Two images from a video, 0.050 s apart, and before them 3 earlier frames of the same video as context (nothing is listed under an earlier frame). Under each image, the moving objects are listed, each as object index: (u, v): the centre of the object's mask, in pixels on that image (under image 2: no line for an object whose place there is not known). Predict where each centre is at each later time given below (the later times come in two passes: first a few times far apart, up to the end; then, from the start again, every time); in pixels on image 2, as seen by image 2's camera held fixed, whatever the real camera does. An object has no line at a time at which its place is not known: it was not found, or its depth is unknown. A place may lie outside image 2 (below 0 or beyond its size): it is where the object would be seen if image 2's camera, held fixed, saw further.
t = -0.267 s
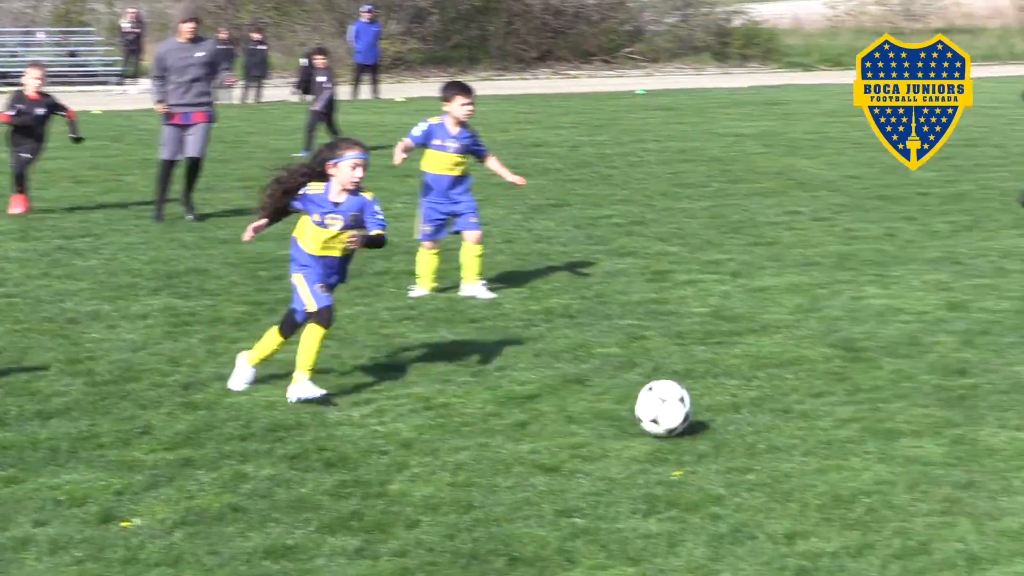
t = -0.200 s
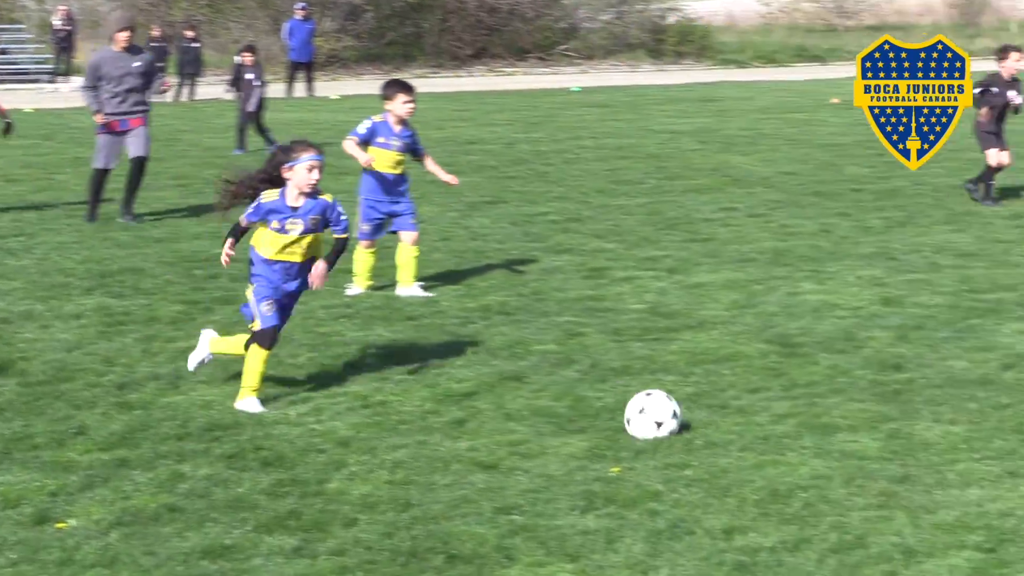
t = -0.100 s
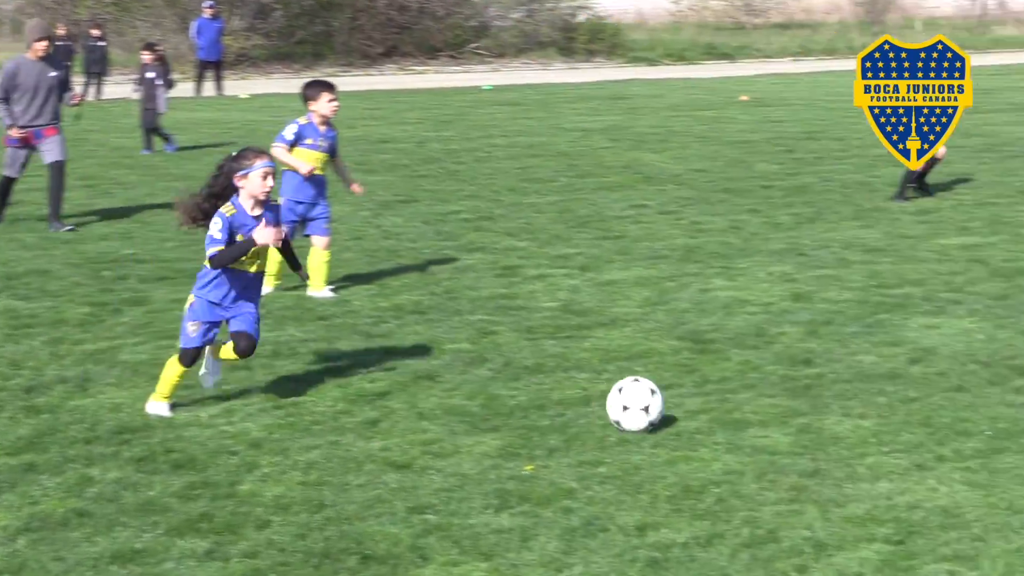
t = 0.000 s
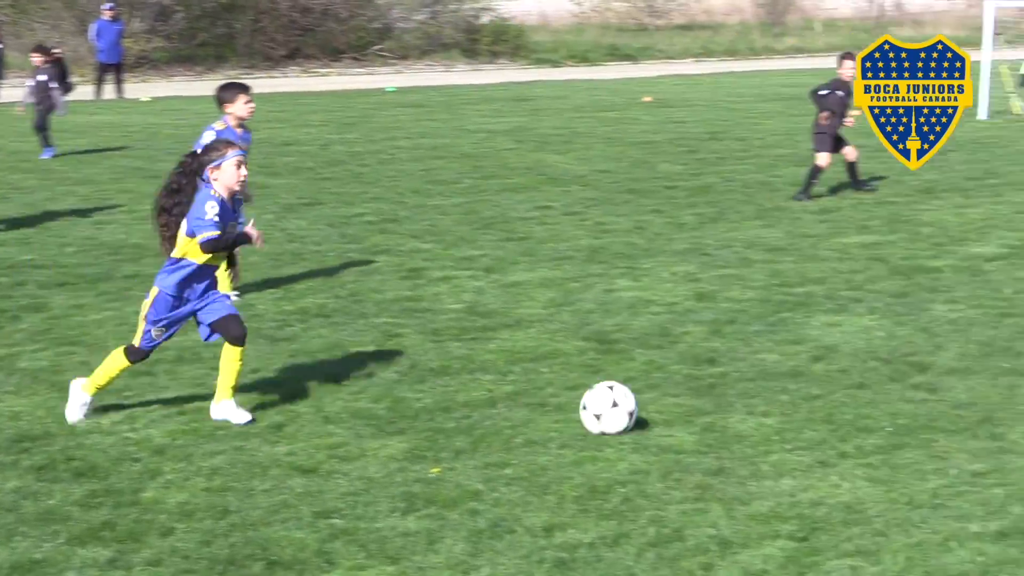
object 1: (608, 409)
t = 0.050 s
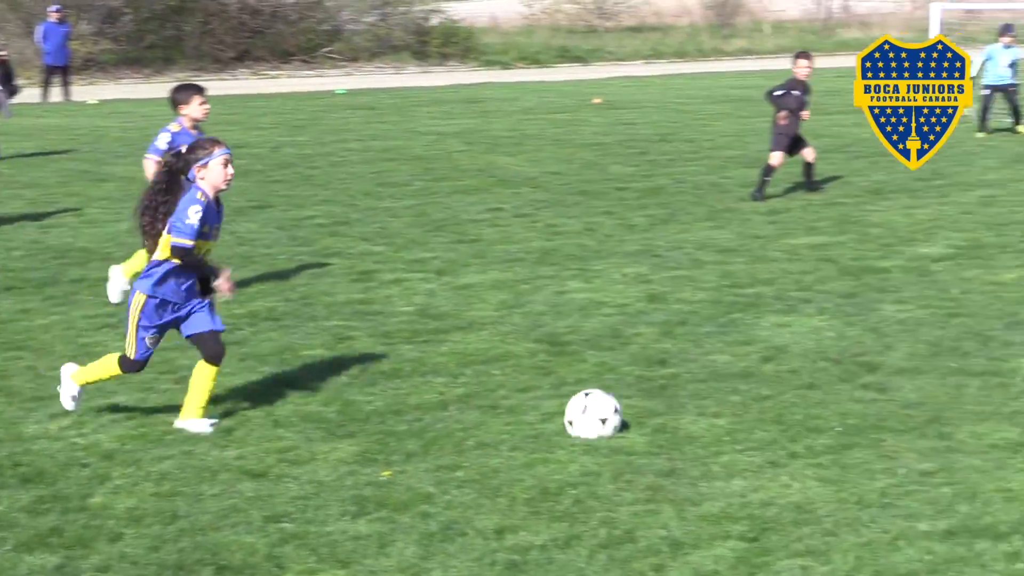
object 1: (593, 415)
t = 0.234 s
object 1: (698, 401)
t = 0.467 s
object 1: (810, 397)
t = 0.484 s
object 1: (818, 397)
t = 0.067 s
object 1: (603, 414)
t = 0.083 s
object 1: (615, 412)
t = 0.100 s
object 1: (623, 410)
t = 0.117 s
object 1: (632, 407)
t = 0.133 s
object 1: (643, 405)
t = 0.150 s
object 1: (653, 404)
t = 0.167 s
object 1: (660, 402)
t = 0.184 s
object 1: (671, 401)
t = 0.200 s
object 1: (680, 401)
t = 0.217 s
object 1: (689, 401)
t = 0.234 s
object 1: (698, 401)
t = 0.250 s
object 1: (707, 402)
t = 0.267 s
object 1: (717, 402)
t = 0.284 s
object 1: (725, 401)
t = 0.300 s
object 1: (734, 400)
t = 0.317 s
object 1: (741, 399)
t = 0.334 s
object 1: (749, 398)
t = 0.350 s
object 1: (757, 397)
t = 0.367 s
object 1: (765, 397)
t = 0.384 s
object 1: (772, 397)
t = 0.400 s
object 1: (780, 398)
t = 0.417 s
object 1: (788, 398)
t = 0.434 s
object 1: (795, 398)
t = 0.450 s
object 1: (803, 397)
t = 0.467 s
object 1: (810, 397)
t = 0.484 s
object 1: (818, 397)
